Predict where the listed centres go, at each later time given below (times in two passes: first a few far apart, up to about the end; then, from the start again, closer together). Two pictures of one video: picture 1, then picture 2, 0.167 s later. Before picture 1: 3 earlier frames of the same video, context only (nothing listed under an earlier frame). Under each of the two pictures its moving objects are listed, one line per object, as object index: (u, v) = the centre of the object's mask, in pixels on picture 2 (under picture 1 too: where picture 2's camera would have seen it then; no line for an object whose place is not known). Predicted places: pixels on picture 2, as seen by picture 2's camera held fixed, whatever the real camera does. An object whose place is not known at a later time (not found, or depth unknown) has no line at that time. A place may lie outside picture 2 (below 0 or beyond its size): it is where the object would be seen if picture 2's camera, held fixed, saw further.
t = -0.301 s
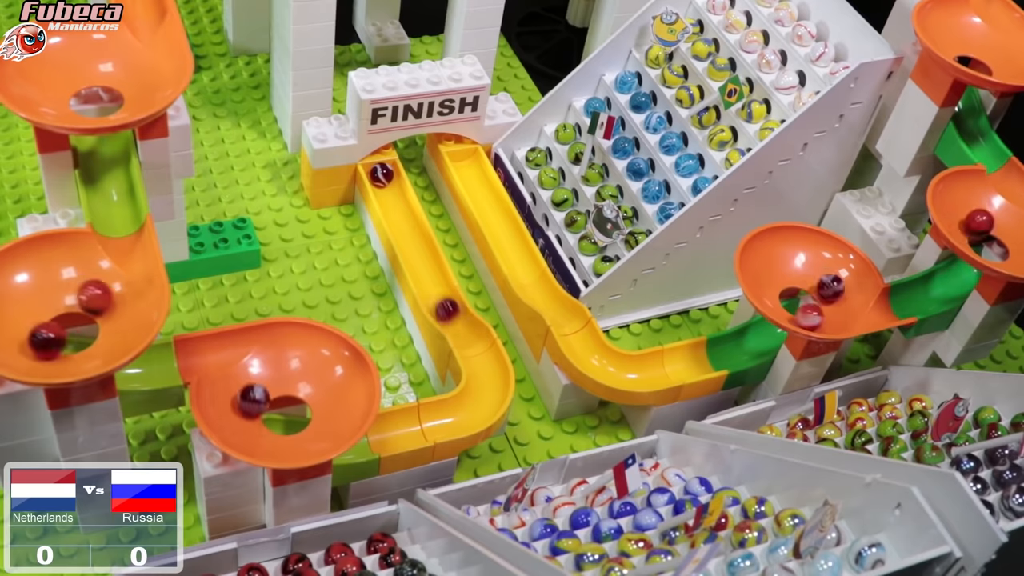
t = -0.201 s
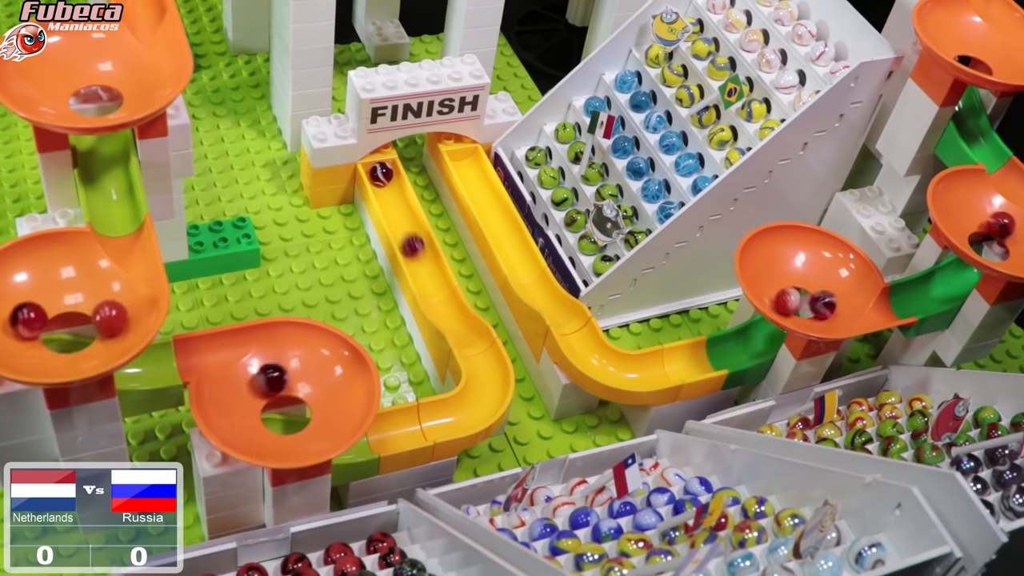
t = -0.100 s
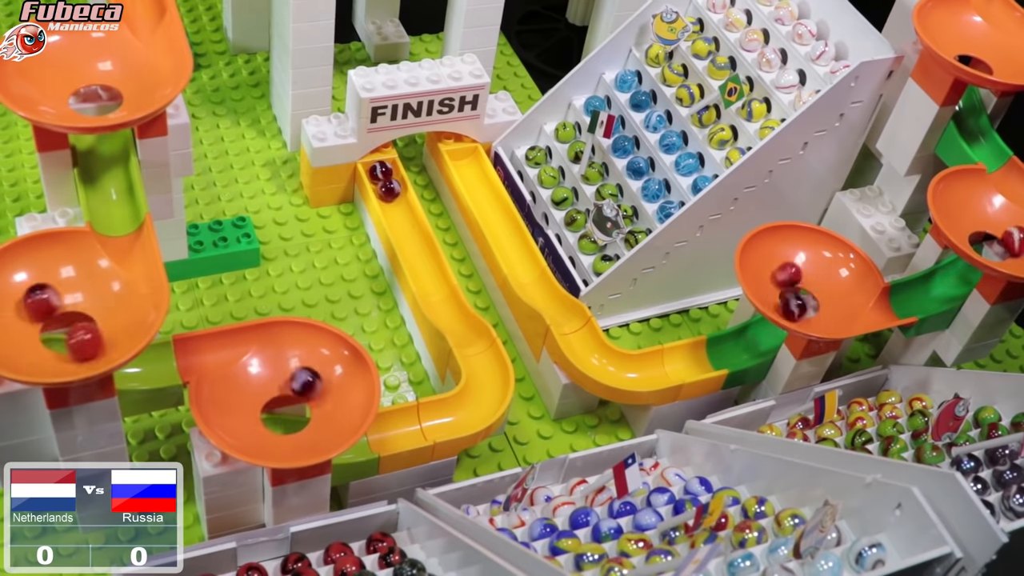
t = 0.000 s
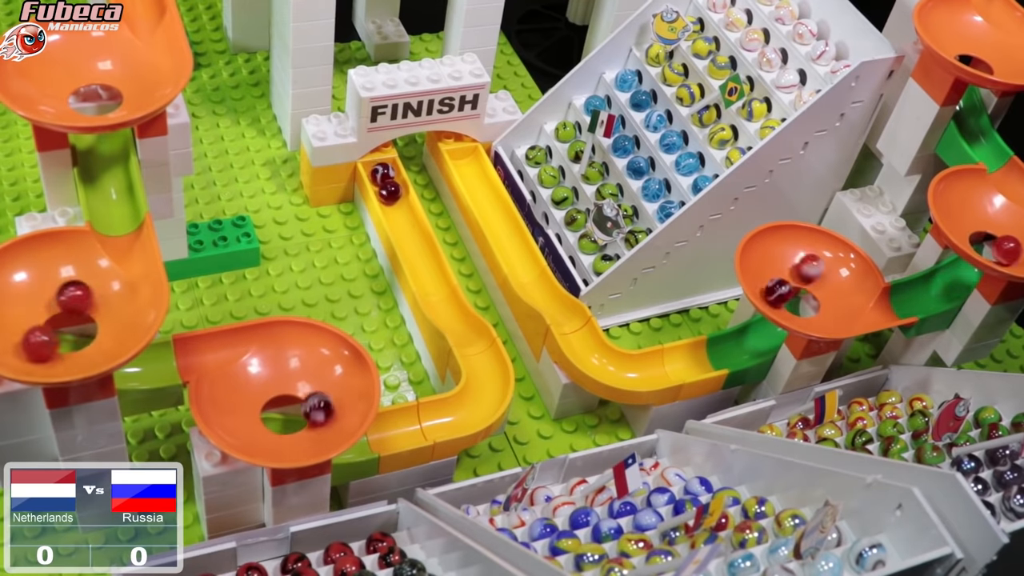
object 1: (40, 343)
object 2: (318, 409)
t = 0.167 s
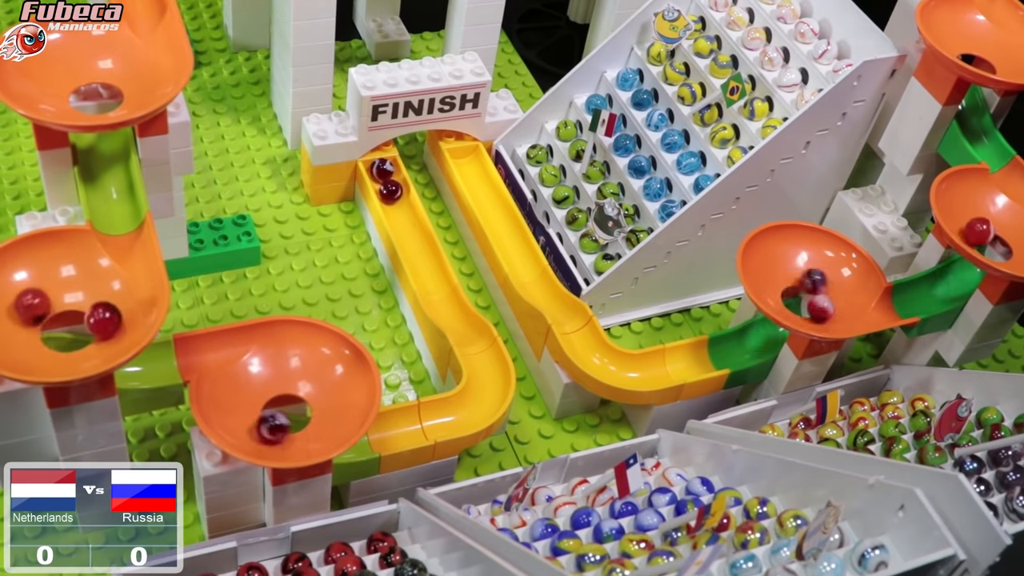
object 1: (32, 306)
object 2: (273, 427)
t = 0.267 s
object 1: (71, 292)
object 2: (255, 404)
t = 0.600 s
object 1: (55, 346)
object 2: (313, 413)
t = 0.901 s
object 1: (68, 292)
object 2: (260, 393)
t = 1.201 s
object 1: (72, 345)
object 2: (308, 415)
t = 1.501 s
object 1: (49, 297)
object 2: (268, 390)
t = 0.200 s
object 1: (43, 300)
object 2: (263, 421)
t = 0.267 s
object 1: (71, 292)
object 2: (255, 404)
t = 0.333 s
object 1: (96, 295)
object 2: (263, 386)
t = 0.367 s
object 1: (104, 300)
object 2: (271, 380)
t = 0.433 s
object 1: (108, 316)
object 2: (292, 375)
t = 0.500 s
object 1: (93, 333)
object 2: (310, 386)
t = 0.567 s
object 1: (69, 345)
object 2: (316, 404)
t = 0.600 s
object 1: (55, 346)
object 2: (313, 413)
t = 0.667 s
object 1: (33, 340)
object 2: (298, 427)
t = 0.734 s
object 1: (26, 326)
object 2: (277, 428)
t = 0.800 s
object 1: (35, 310)
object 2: (262, 419)
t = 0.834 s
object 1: (44, 302)
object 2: (259, 411)
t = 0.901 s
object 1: (68, 292)
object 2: (260, 393)
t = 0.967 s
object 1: (91, 293)
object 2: (277, 378)
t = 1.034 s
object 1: (101, 304)
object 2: (297, 378)
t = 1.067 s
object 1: (102, 312)
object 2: (305, 382)
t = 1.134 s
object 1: (92, 331)
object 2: (314, 397)
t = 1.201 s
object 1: (72, 345)
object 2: (308, 415)
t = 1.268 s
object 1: (51, 346)
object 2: (291, 427)
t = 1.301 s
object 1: (42, 343)
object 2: (281, 428)
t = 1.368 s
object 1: (31, 330)
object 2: (265, 423)
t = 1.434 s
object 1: (35, 313)
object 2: (260, 407)
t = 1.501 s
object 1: (49, 297)
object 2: (268, 390)
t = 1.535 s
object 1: (59, 292)
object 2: (277, 384)
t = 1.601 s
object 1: (79, 291)
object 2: (296, 378)
